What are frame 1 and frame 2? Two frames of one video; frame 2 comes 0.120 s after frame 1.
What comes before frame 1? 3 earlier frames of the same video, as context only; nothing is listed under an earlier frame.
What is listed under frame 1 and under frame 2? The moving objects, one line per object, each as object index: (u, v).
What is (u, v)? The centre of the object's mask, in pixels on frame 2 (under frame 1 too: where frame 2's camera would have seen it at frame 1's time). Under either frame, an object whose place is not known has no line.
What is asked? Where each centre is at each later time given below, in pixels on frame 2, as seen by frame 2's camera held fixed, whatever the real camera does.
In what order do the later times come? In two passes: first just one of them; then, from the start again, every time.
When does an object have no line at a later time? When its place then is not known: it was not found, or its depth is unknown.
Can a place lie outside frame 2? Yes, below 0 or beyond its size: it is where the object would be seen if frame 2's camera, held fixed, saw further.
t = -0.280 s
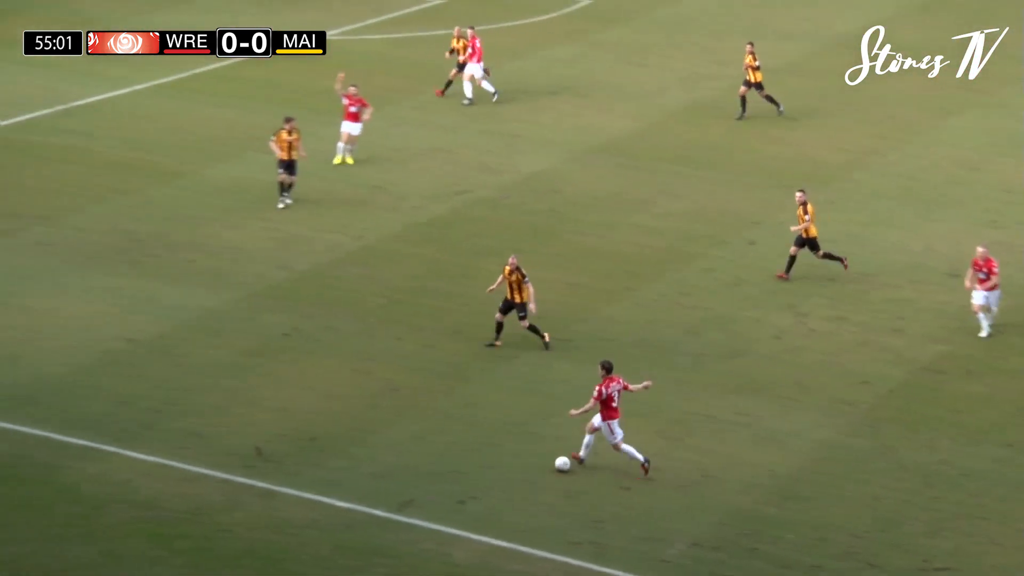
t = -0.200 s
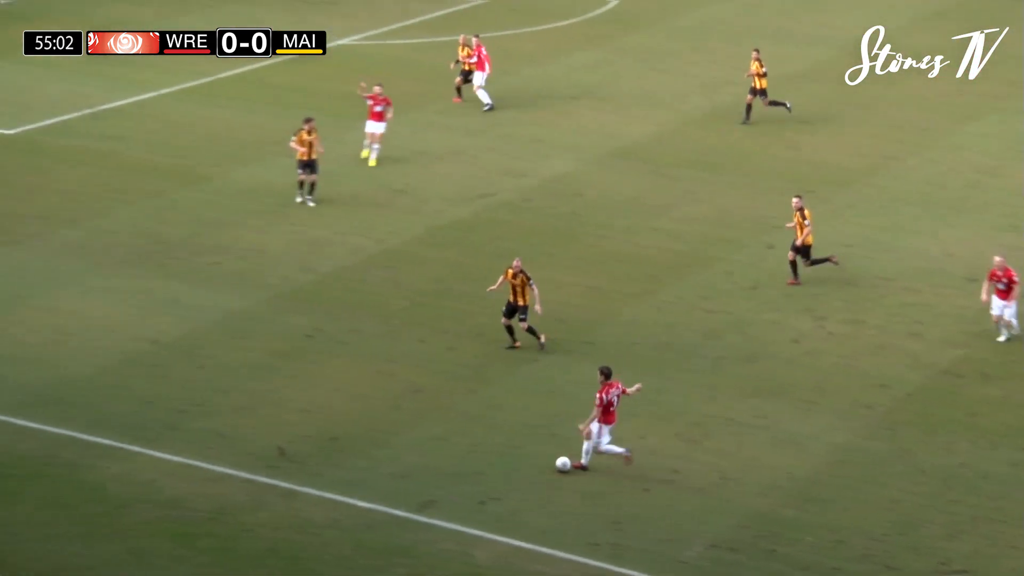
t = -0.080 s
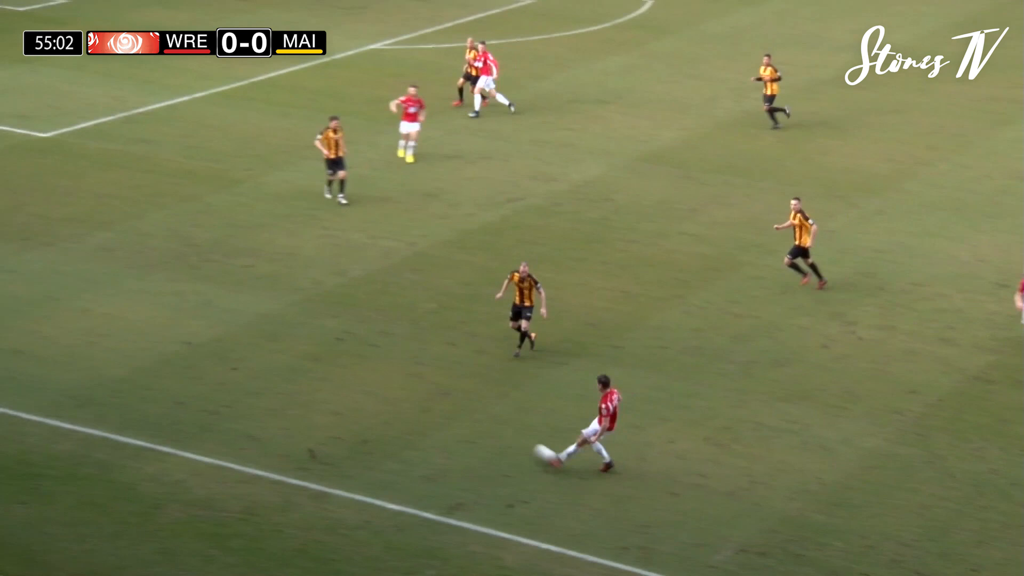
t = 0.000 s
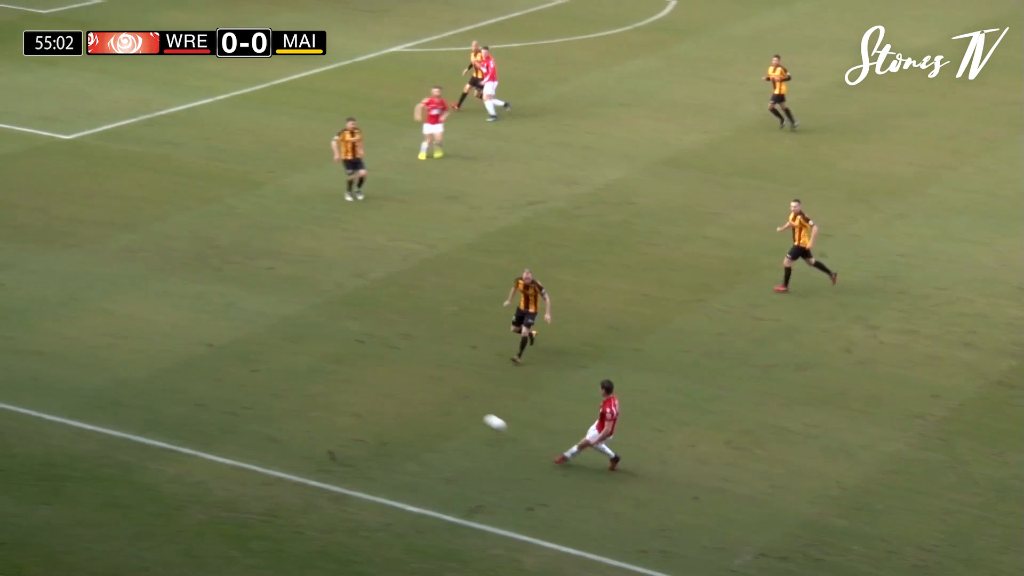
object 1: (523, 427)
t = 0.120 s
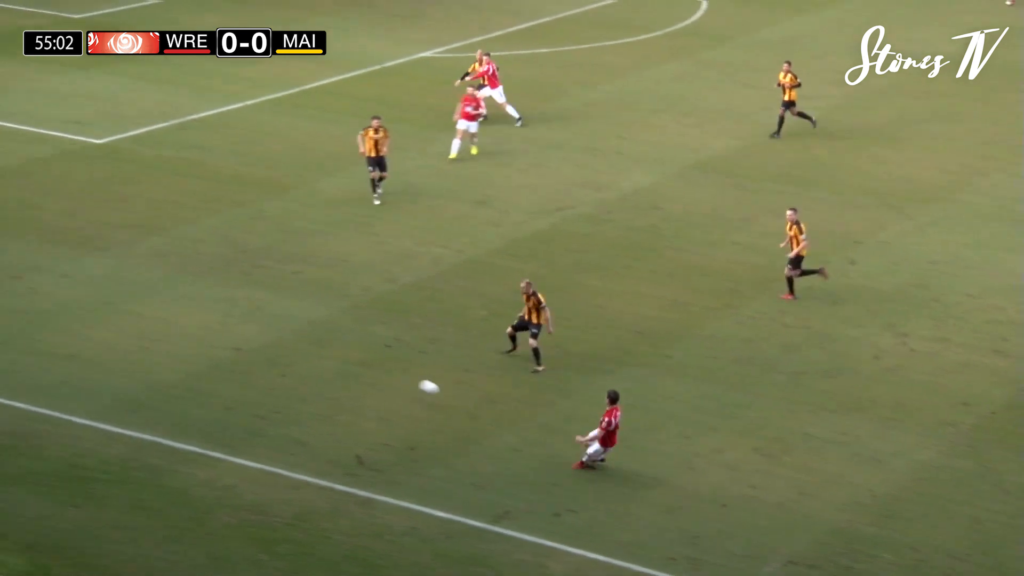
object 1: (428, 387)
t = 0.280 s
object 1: (324, 352)
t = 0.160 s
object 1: (401, 376)
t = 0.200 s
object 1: (374, 366)
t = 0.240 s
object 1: (348, 359)
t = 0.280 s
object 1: (324, 352)
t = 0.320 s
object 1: (302, 342)
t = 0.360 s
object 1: (282, 328)
